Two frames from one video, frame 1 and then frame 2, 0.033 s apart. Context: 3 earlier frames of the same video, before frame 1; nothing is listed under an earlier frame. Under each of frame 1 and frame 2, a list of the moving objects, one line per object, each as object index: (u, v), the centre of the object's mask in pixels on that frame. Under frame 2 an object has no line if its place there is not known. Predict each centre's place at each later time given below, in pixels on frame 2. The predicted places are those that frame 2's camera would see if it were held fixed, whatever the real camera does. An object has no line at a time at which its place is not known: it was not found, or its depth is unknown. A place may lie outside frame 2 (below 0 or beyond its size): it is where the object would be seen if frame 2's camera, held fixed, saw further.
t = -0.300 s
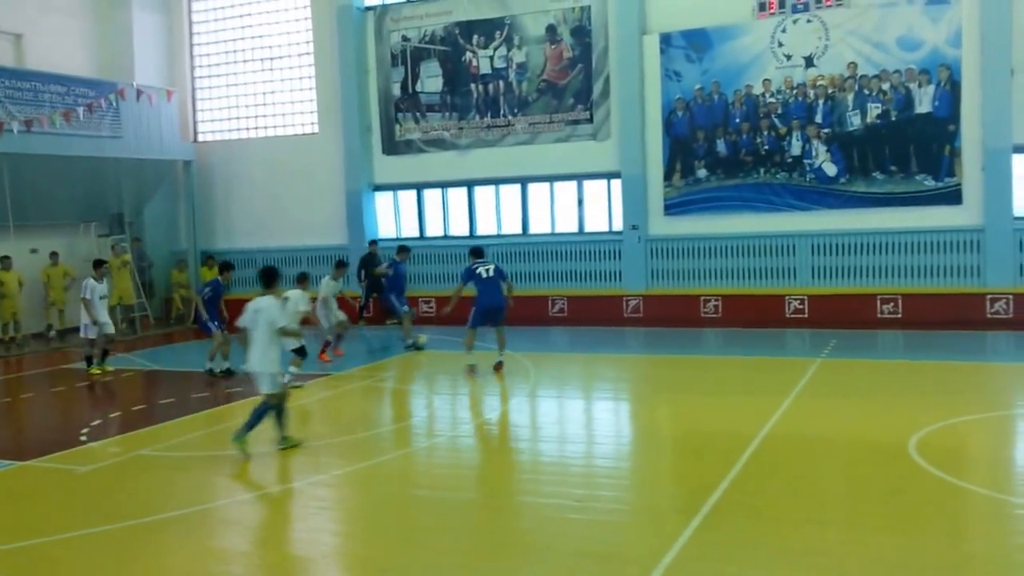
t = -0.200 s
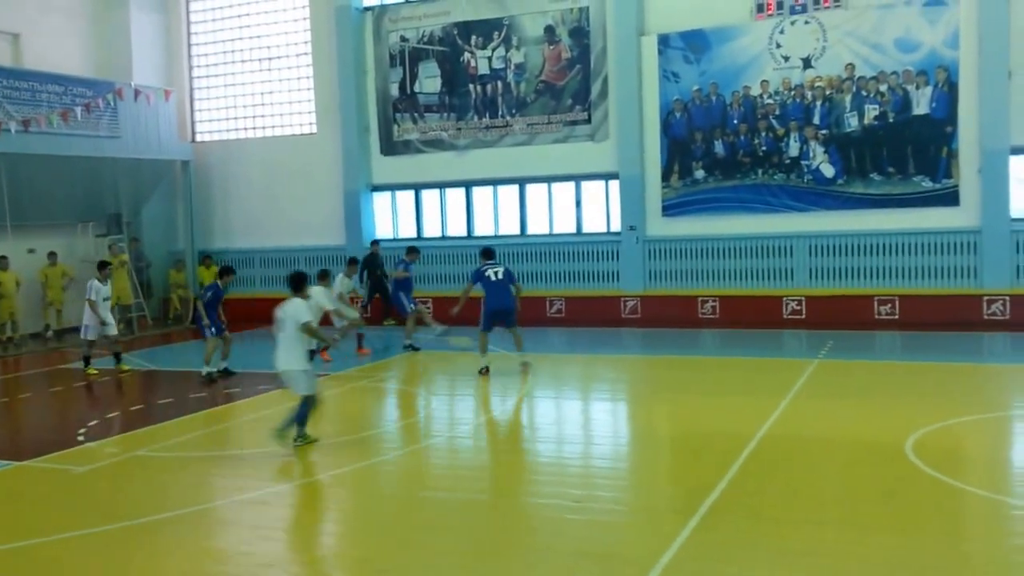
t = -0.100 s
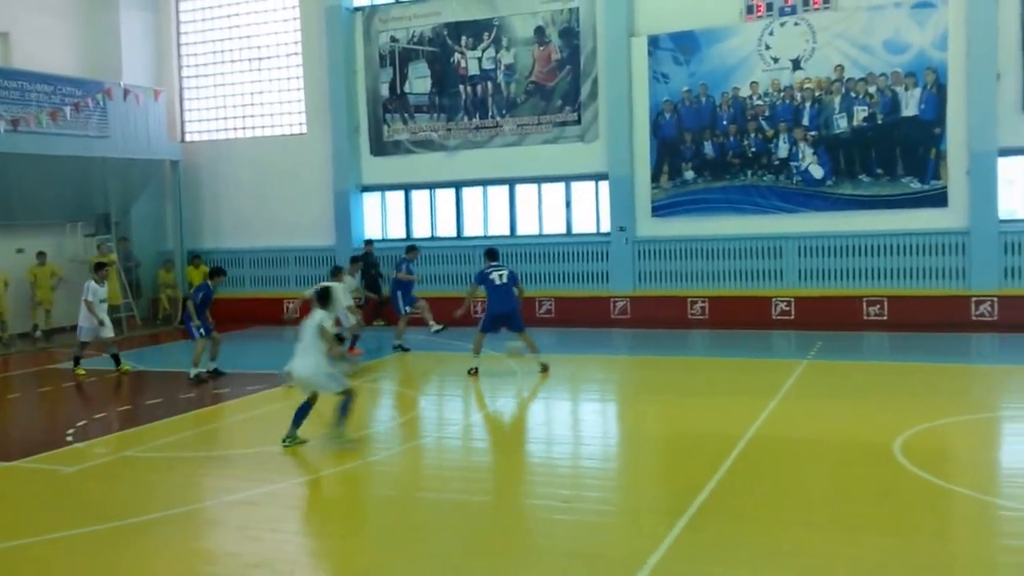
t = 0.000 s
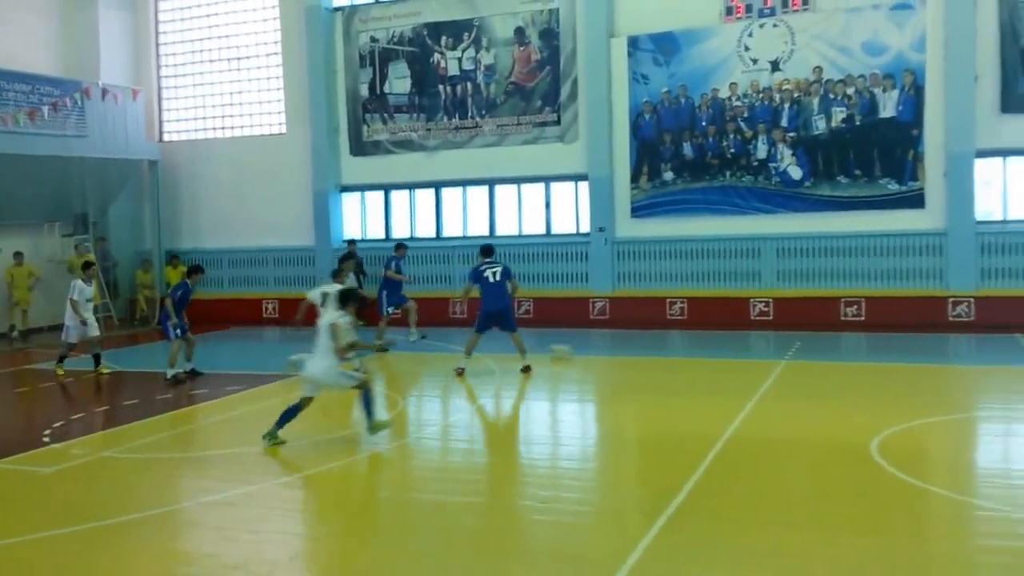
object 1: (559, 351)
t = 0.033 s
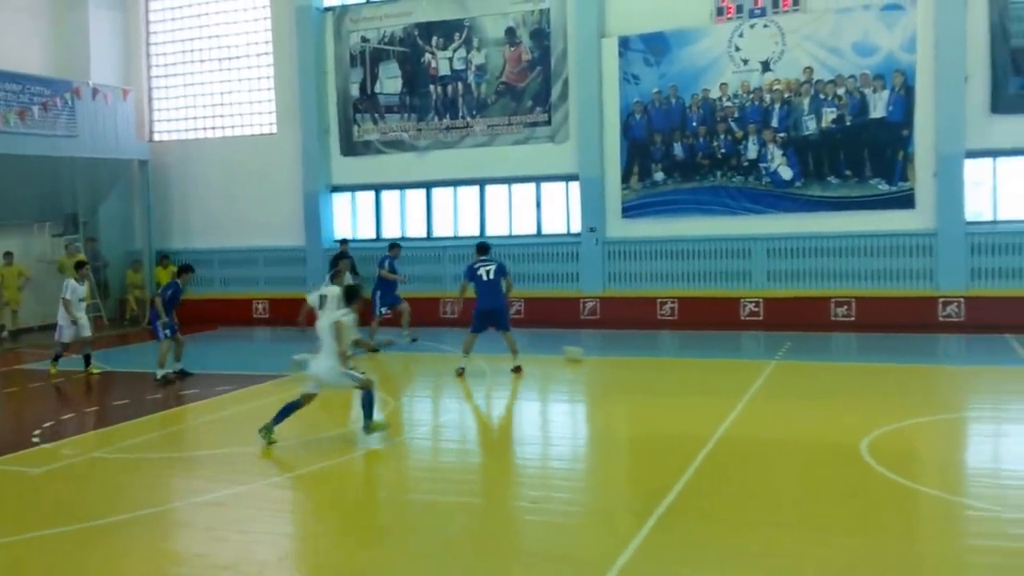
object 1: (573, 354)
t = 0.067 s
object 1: (593, 354)
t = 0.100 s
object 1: (616, 356)
